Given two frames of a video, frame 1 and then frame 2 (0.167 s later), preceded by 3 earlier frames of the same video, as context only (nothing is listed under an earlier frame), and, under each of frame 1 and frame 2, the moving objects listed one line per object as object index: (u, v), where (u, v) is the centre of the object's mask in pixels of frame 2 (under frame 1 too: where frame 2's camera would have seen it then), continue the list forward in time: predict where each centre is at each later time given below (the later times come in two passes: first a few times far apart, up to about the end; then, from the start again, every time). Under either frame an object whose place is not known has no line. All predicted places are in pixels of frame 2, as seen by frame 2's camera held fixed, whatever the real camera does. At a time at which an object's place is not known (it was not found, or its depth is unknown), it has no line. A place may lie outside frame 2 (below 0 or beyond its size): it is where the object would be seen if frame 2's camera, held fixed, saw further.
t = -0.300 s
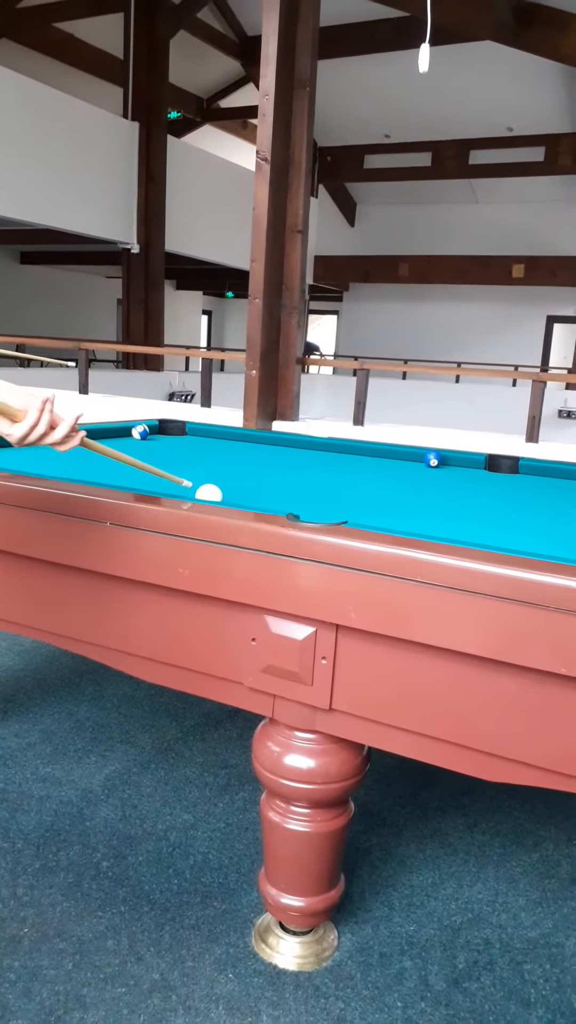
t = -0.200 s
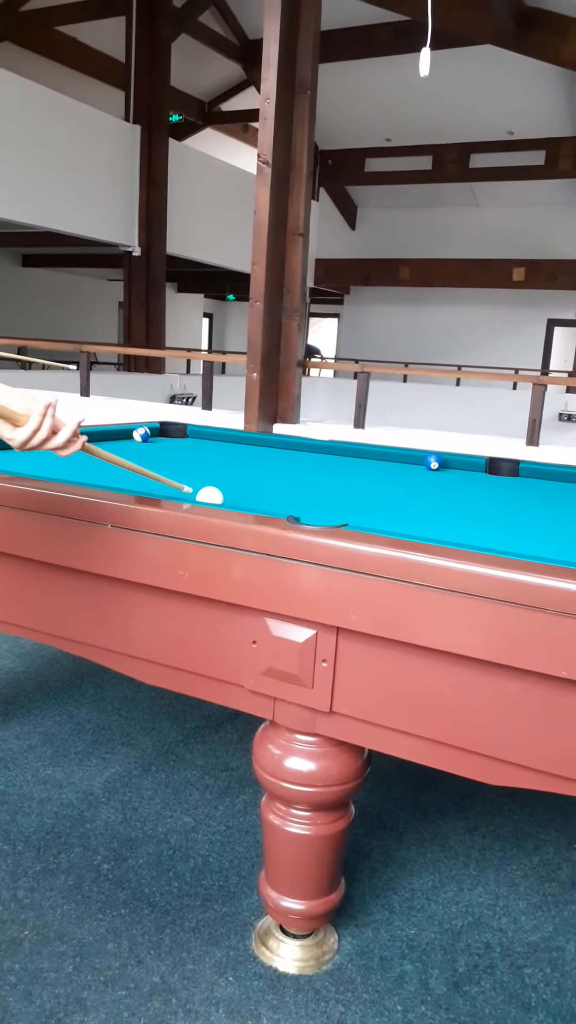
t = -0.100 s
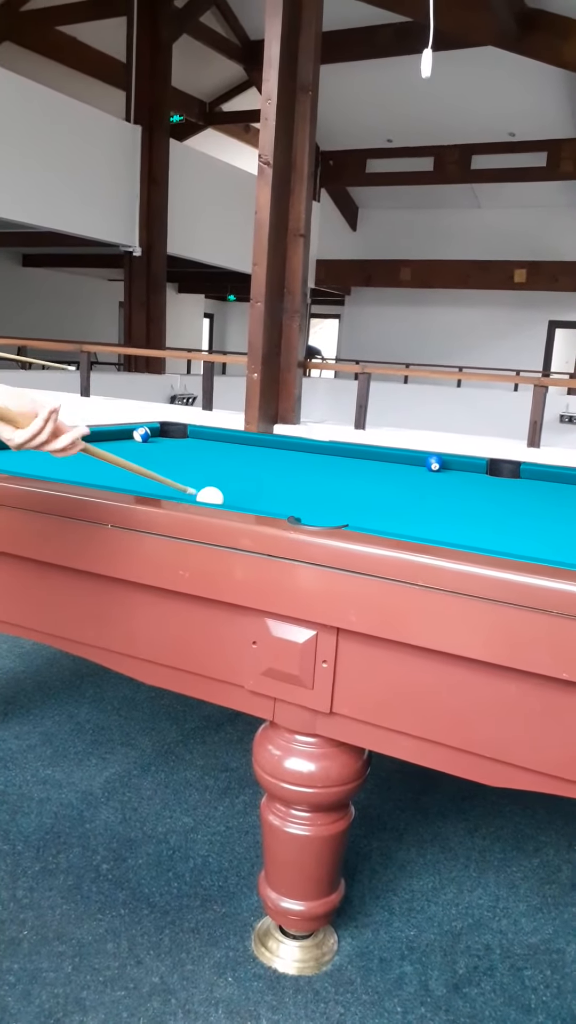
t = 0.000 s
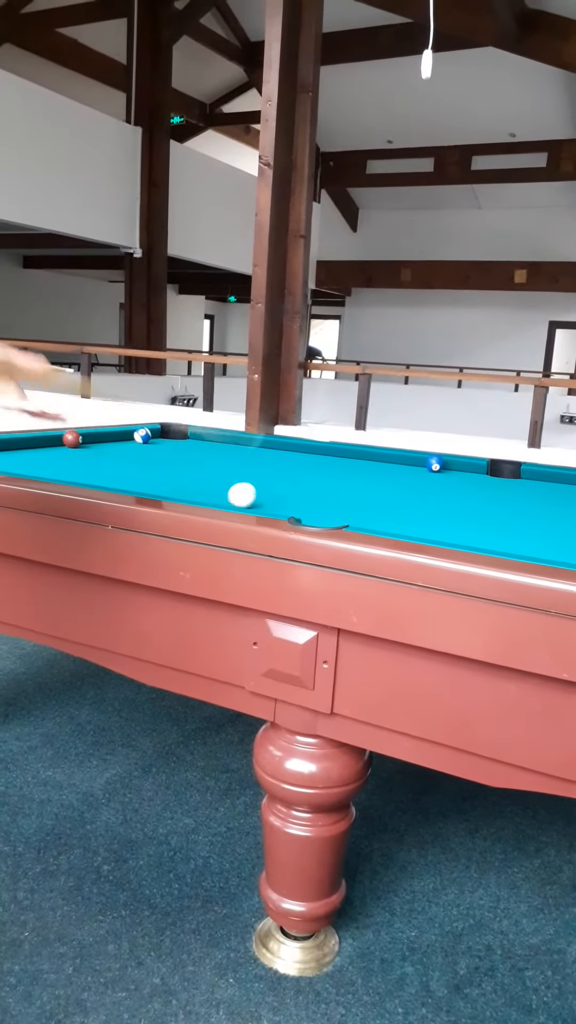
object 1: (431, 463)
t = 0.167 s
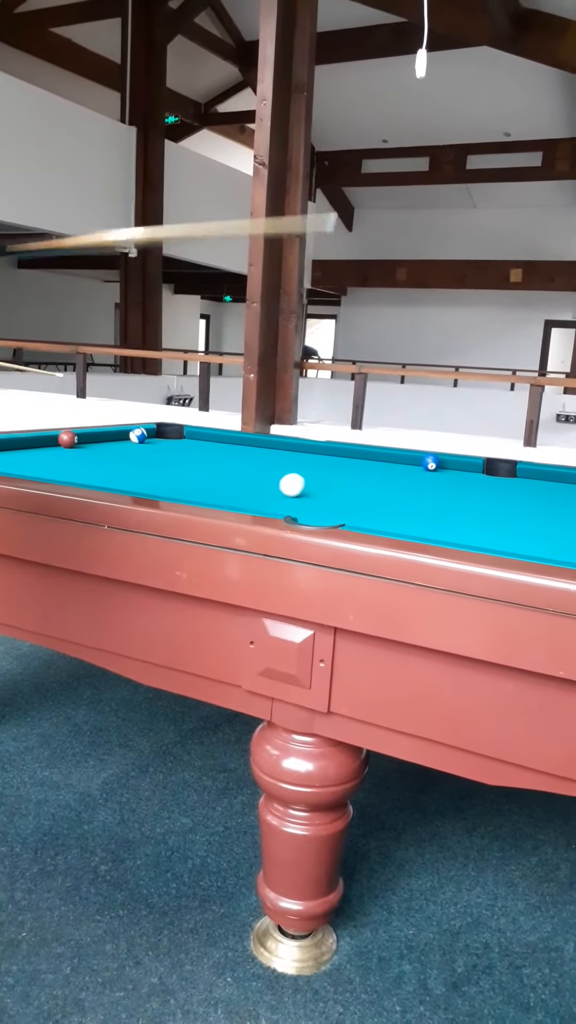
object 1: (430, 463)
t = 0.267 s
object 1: (430, 462)
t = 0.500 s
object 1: (431, 462)
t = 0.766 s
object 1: (438, 462)
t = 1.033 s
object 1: (449, 465)
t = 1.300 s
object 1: (456, 468)
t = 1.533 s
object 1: (462, 473)
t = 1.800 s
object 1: (468, 476)
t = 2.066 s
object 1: (476, 481)
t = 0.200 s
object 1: (431, 462)
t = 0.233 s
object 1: (430, 463)
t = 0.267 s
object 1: (430, 462)
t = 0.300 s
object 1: (430, 462)
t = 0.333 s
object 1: (431, 462)
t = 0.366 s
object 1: (430, 462)
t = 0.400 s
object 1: (430, 463)
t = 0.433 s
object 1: (430, 463)
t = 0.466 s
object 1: (430, 463)
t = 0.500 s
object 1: (431, 462)
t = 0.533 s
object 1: (430, 462)
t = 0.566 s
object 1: (431, 462)
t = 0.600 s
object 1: (430, 462)
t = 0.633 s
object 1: (430, 462)
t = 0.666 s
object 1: (430, 463)
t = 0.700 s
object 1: (430, 462)
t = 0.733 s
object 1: (432, 463)
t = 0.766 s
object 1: (438, 462)
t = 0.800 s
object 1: (444, 462)
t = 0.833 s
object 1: (444, 463)
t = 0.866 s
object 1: (446, 463)
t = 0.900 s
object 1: (446, 463)
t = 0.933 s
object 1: (447, 463)
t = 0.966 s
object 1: (447, 464)
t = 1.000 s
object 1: (448, 465)
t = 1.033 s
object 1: (449, 465)
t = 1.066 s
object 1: (450, 466)
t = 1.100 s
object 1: (451, 466)
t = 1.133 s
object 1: (452, 467)
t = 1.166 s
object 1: (453, 468)
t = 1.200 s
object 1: (453, 468)
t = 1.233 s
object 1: (454, 468)
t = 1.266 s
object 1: (455, 468)
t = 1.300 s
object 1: (456, 468)
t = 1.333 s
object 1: (457, 470)
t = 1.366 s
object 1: (458, 471)
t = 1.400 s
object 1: (459, 471)
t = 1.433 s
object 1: (459, 472)
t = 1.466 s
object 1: (460, 472)
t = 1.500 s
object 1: (461, 472)
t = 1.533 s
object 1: (462, 473)
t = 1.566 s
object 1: (463, 473)
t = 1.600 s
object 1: (464, 474)
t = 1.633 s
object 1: (465, 474)
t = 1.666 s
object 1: (465, 475)
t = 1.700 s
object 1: (466, 476)
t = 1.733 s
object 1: (467, 476)
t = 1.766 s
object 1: (468, 476)
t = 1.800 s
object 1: (468, 476)
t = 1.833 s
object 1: (469, 477)
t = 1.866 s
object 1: (470, 478)
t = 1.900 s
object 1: (471, 478)
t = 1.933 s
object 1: (472, 479)
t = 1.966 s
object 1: (473, 479)
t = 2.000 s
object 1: (473, 480)
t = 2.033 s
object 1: (474, 480)
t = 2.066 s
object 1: (476, 481)
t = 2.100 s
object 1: (477, 482)
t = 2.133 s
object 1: (477, 483)
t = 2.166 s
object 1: (478, 484)
